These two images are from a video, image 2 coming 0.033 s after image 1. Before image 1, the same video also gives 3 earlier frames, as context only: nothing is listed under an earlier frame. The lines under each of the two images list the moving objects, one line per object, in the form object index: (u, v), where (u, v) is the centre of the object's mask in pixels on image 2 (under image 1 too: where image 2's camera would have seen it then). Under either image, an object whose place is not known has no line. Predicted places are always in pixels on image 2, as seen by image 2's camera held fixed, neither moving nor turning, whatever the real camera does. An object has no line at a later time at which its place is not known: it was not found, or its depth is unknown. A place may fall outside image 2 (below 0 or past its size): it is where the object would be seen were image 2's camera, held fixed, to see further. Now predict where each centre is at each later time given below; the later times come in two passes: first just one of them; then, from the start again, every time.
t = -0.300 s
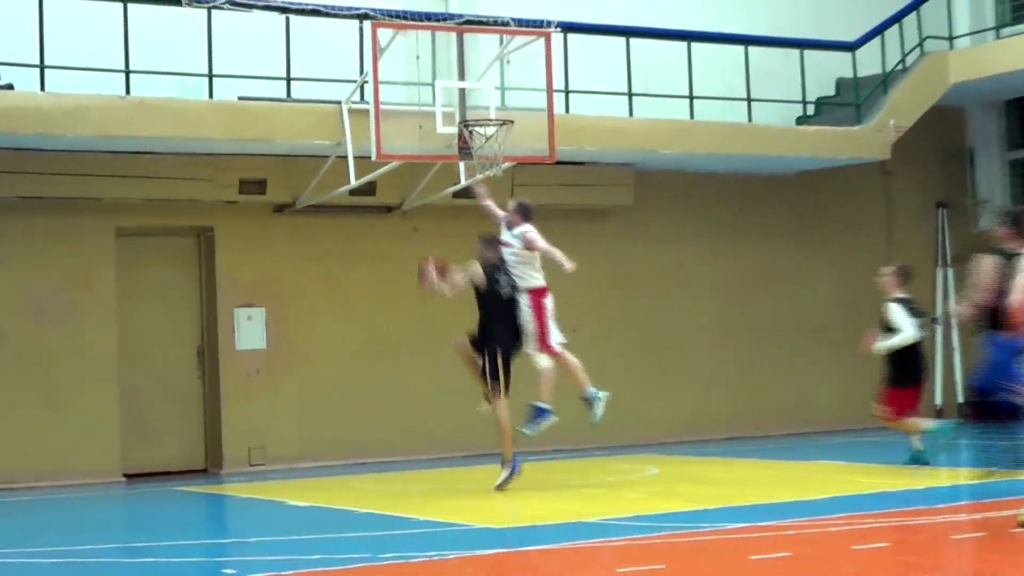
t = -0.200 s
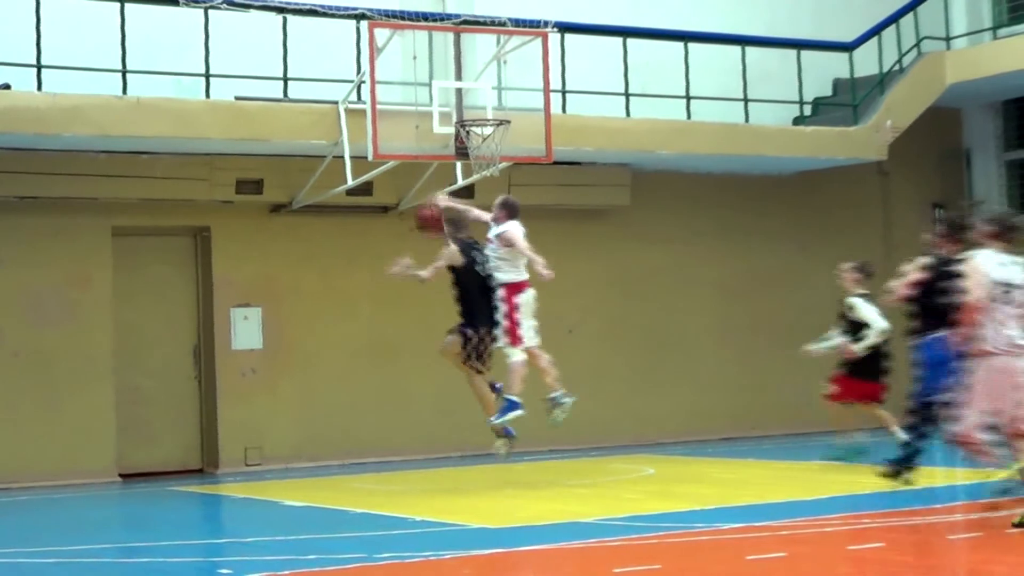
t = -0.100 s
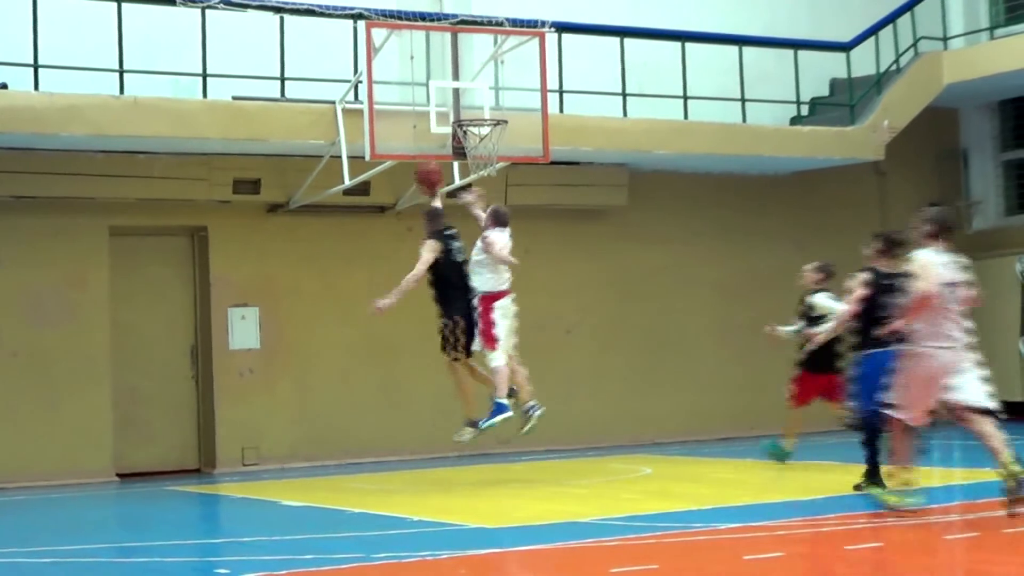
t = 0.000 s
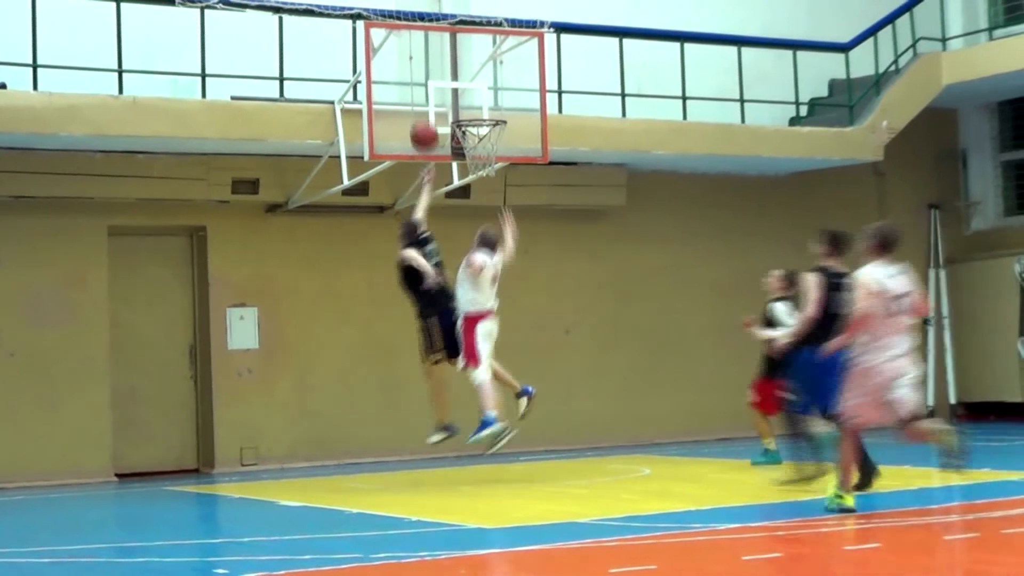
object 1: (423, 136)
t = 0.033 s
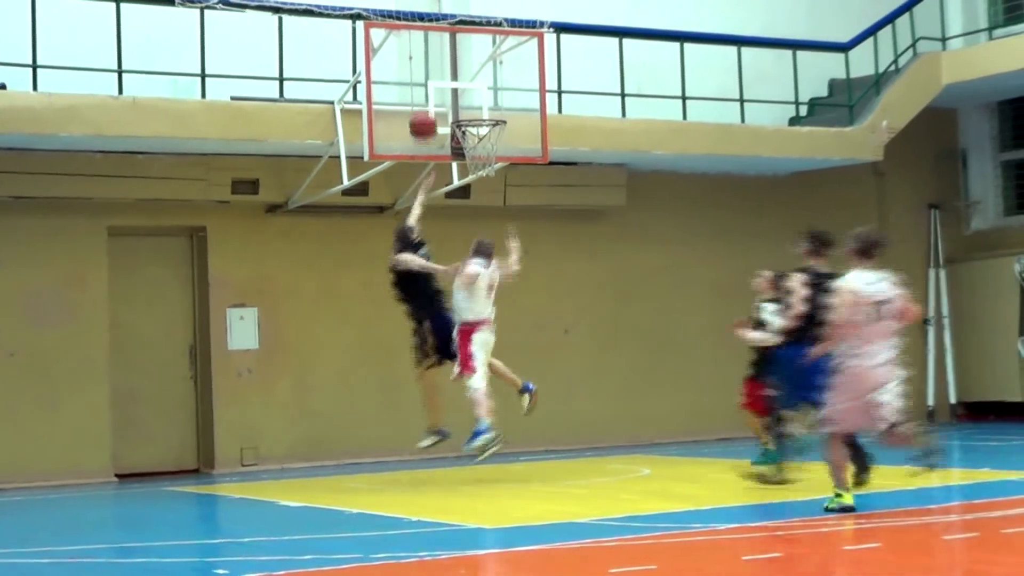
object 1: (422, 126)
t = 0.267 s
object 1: (416, 89)
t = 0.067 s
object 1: (421, 117)
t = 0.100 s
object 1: (420, 109)
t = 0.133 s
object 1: (419, 102)
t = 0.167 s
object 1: (418, 97)
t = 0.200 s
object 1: (417, 92)
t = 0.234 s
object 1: (416, 90)
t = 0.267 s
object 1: (416, 89)
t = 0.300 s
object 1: (415, 88)
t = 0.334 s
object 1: (414, 89)
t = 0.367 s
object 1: (414, 91)
